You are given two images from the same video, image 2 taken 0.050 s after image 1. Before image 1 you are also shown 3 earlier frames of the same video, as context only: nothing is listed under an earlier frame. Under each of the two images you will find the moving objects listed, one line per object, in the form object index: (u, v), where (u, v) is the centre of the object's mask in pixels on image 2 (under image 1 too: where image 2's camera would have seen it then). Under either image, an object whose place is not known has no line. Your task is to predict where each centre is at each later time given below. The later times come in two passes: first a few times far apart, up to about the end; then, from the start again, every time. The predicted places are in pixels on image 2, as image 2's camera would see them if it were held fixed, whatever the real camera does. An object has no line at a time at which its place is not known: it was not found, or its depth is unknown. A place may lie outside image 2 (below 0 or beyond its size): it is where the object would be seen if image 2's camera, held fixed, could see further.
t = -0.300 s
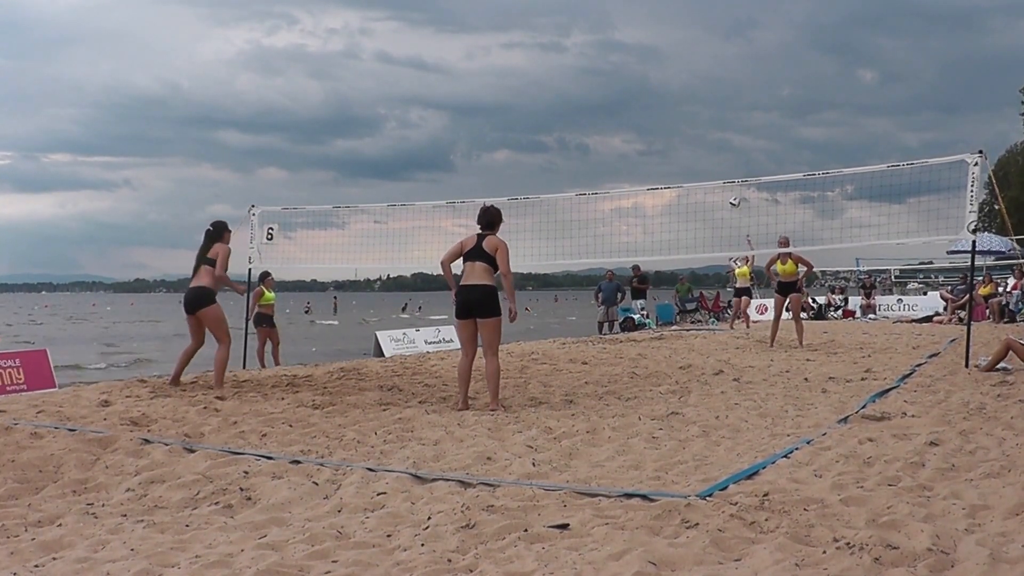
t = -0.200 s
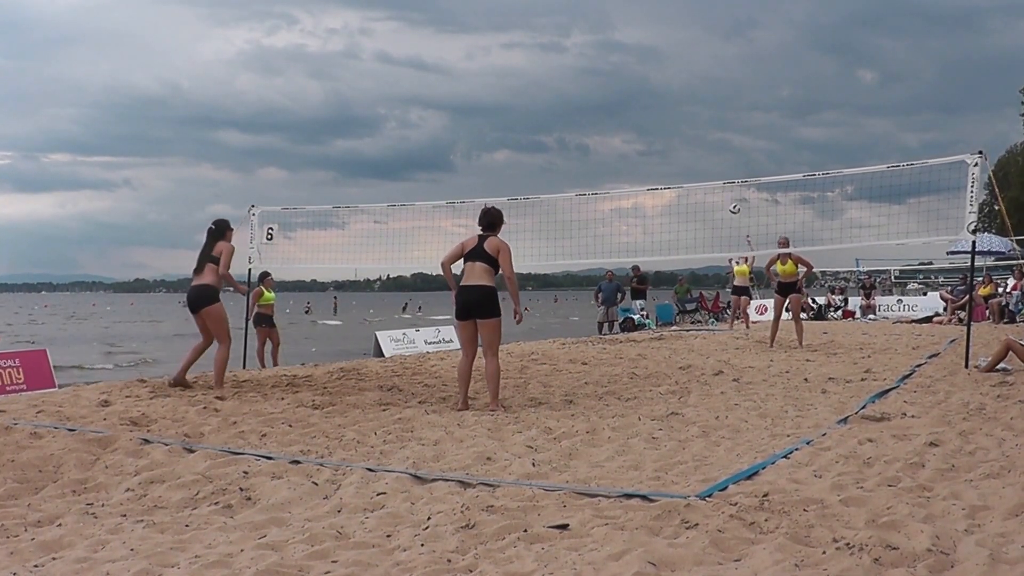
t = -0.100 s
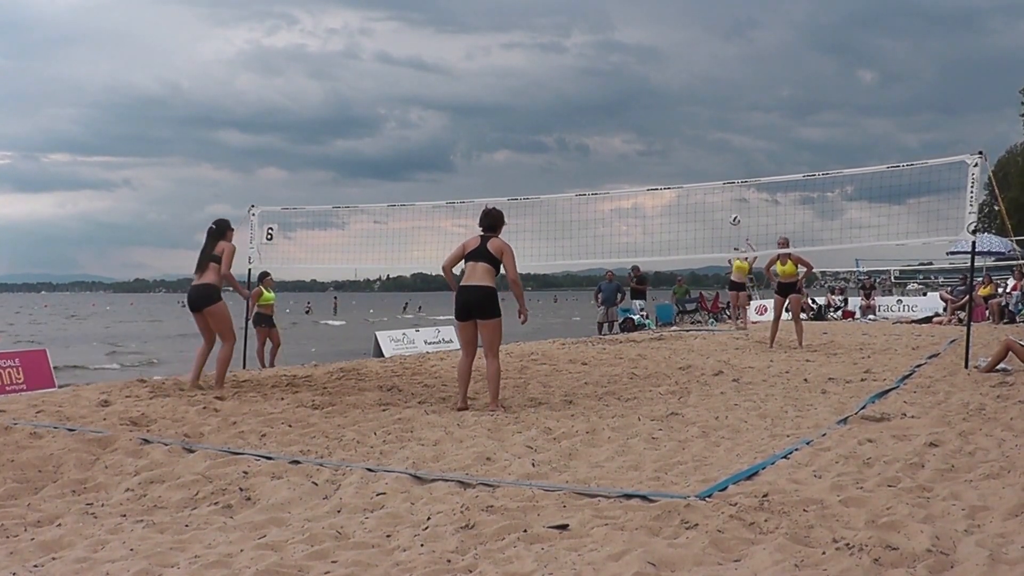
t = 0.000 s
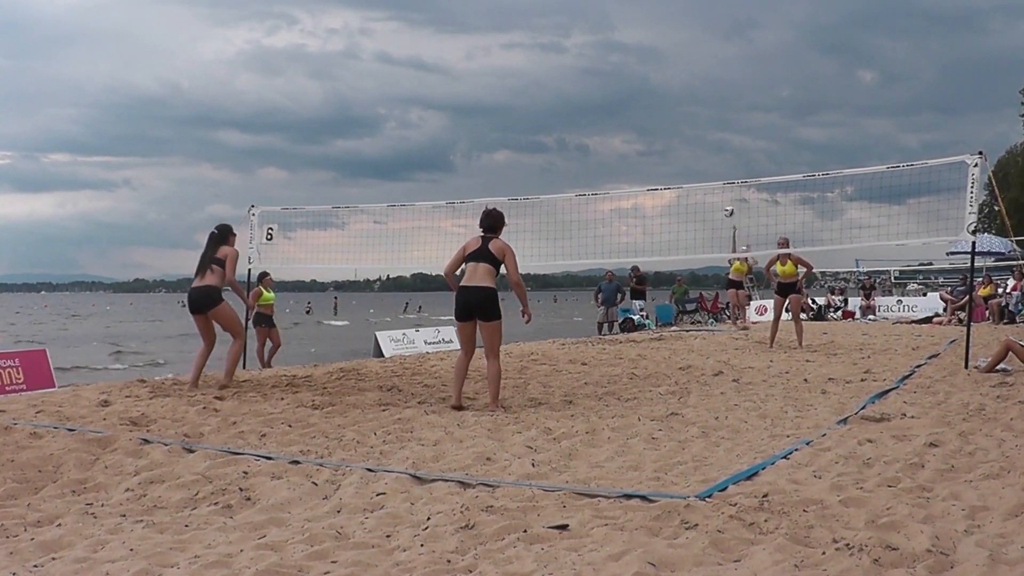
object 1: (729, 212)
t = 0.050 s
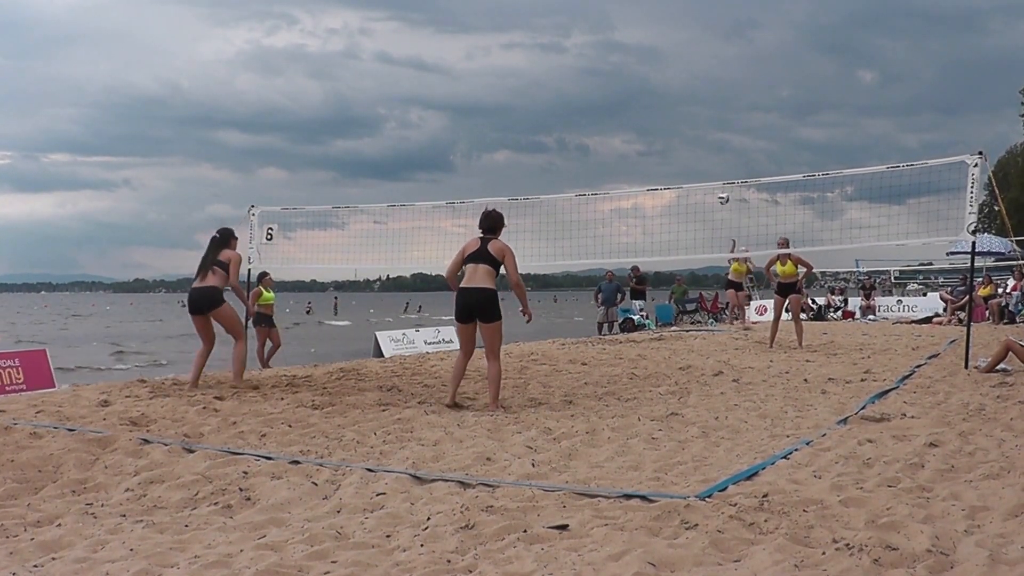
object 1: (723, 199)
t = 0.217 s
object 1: (703, 159)
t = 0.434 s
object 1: (675, 121)
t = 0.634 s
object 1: (646, 109)
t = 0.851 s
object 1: (610, 130)
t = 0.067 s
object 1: (721, 194)
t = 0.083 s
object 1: (720, 191)
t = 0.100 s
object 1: (718, 186)
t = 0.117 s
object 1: (715, 179)
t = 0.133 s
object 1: (713, 176)
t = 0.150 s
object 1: (712, 173)
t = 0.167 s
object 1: (710, 169)
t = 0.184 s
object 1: (707, 166)
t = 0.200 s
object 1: (705, 162)
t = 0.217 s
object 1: (703, 159)
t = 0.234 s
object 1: (701, 155)
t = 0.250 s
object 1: (699, 152)
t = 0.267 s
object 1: (697, 149)
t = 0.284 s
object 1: (695, 145)
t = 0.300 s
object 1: (693, 142)
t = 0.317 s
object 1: (691, 139)
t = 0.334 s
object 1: (689, 136)
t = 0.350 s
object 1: (687, 133)
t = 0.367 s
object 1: (684, 131)
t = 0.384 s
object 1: (682, 128)
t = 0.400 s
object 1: (679, 126)
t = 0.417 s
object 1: (677, 123)
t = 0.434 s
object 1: (675, 121)
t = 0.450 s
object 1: (673, 119)
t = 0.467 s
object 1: (670, 117)
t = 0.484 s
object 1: (668, 116)
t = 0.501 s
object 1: (665, 115)
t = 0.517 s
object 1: (663, 113)
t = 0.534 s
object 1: (660, 112)
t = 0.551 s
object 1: (658, 111)
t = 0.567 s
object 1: (656, 110)
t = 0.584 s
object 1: (653, 109)
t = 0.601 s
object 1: (651, 109)
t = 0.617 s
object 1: (648, 109)
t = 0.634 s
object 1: (646, 109)
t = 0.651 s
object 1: (643, 109)
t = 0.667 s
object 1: (640, 109)
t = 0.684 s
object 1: (638, 110)
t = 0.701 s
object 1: (636, 111)
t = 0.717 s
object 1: (633, 111)
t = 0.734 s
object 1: (630, 113)
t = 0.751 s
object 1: (627, 114)
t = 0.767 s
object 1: (625, 116)
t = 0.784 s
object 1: (622, 118)
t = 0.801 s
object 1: (619, 120)
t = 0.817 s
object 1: (616, 122)
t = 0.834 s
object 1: (613, 126)
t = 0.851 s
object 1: (610, 130)
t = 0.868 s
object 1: (607, 134)
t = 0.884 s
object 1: (604, 139)
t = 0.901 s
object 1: (601, 144)
